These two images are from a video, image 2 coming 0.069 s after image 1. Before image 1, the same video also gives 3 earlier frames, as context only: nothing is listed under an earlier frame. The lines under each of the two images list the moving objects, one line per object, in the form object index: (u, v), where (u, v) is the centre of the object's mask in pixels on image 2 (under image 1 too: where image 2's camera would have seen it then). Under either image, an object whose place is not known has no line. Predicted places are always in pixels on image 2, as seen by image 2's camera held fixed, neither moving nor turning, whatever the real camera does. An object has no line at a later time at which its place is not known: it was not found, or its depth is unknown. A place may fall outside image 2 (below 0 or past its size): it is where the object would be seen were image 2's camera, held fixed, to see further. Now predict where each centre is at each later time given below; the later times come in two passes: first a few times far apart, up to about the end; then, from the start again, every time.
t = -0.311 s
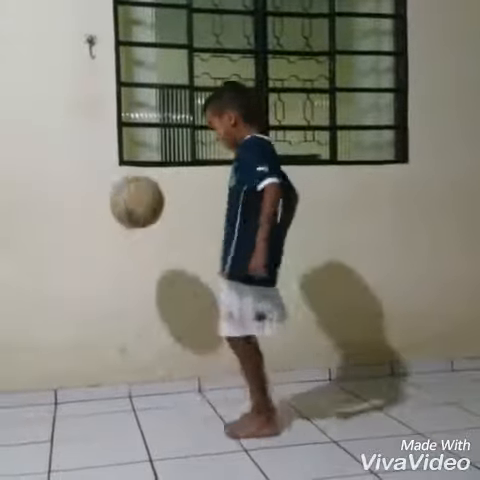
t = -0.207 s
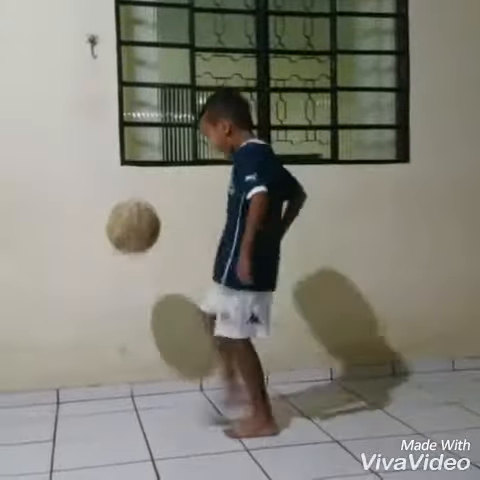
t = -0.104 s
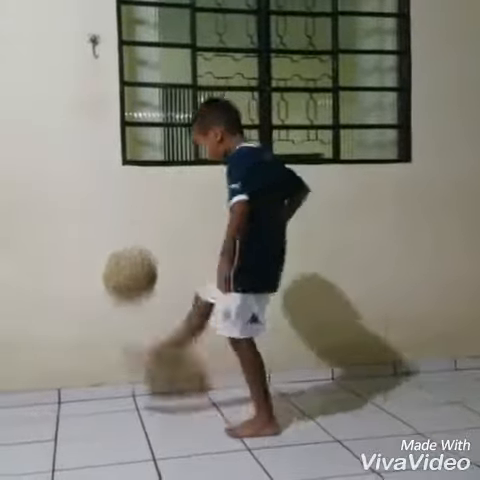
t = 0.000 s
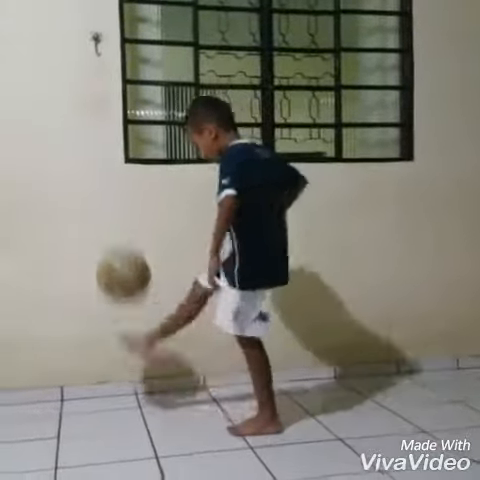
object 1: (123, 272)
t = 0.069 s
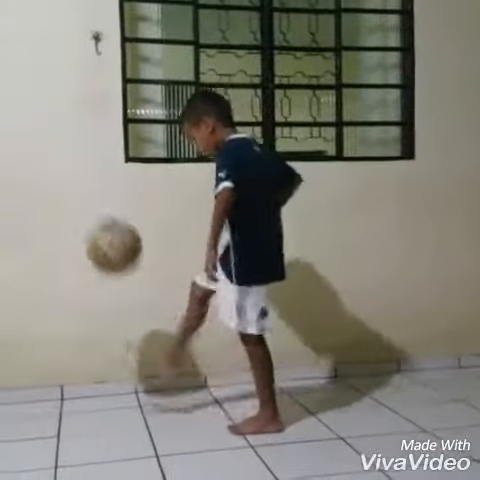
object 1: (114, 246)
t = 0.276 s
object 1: (87, 227)
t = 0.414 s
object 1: (70, 271)
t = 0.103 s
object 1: (109, 235)
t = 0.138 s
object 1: (104, 228)
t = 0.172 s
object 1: (100, 224)
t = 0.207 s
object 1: (96, 222)
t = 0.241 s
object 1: (92, 223)
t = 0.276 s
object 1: (87, 227)
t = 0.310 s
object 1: (82, 233)
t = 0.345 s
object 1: (79, 243)
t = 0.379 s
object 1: (74, 255)
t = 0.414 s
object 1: (70, 271)
